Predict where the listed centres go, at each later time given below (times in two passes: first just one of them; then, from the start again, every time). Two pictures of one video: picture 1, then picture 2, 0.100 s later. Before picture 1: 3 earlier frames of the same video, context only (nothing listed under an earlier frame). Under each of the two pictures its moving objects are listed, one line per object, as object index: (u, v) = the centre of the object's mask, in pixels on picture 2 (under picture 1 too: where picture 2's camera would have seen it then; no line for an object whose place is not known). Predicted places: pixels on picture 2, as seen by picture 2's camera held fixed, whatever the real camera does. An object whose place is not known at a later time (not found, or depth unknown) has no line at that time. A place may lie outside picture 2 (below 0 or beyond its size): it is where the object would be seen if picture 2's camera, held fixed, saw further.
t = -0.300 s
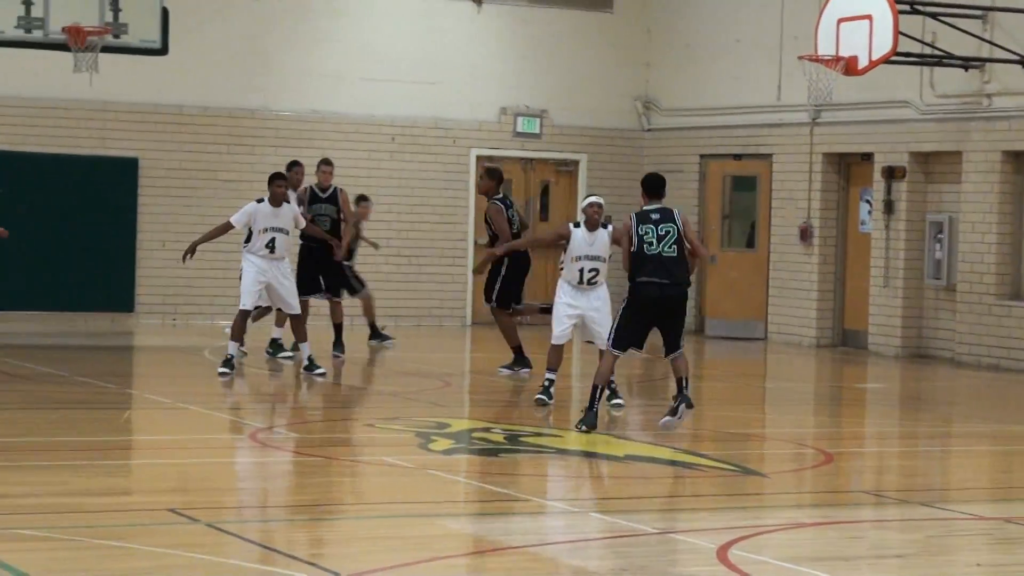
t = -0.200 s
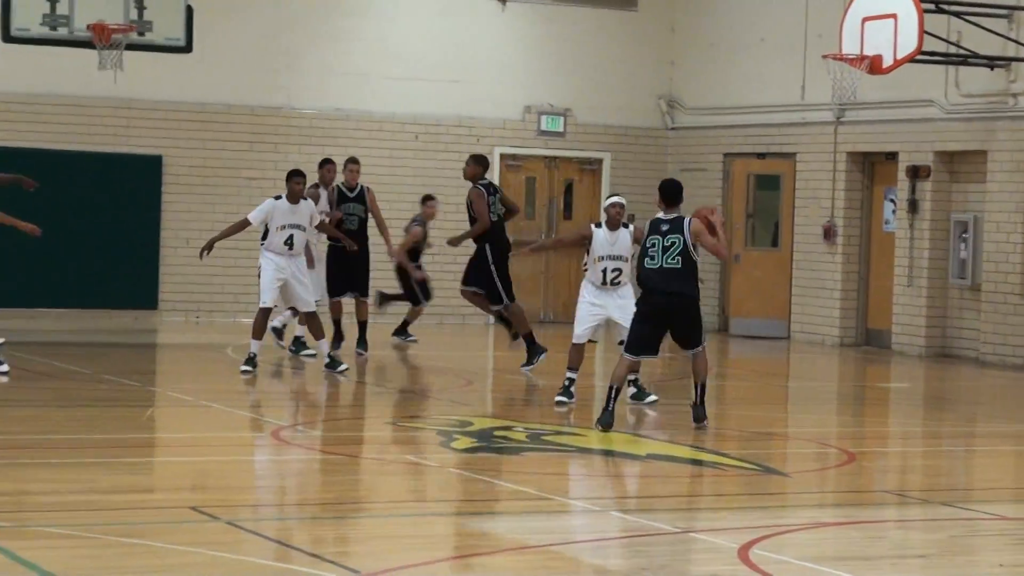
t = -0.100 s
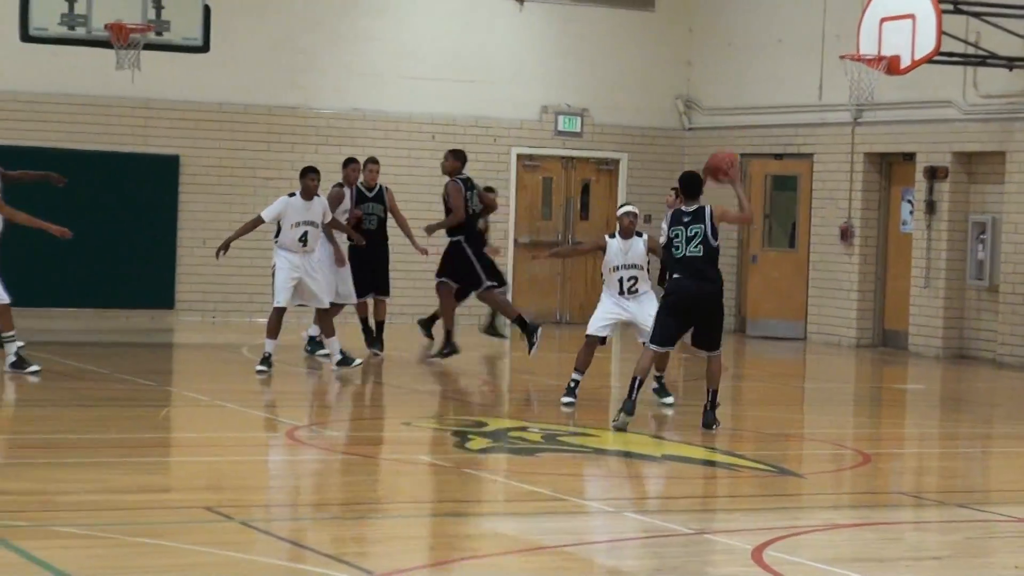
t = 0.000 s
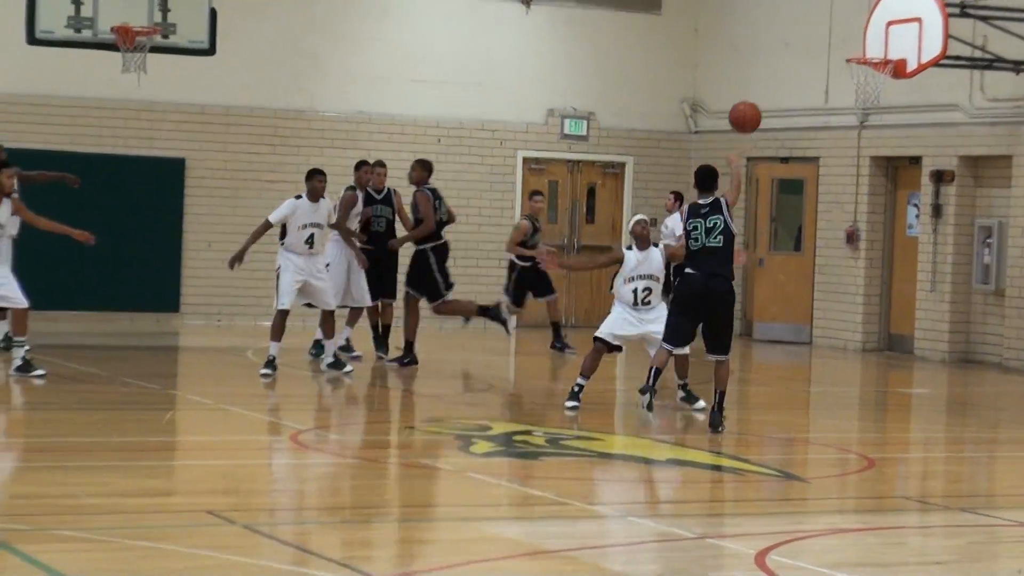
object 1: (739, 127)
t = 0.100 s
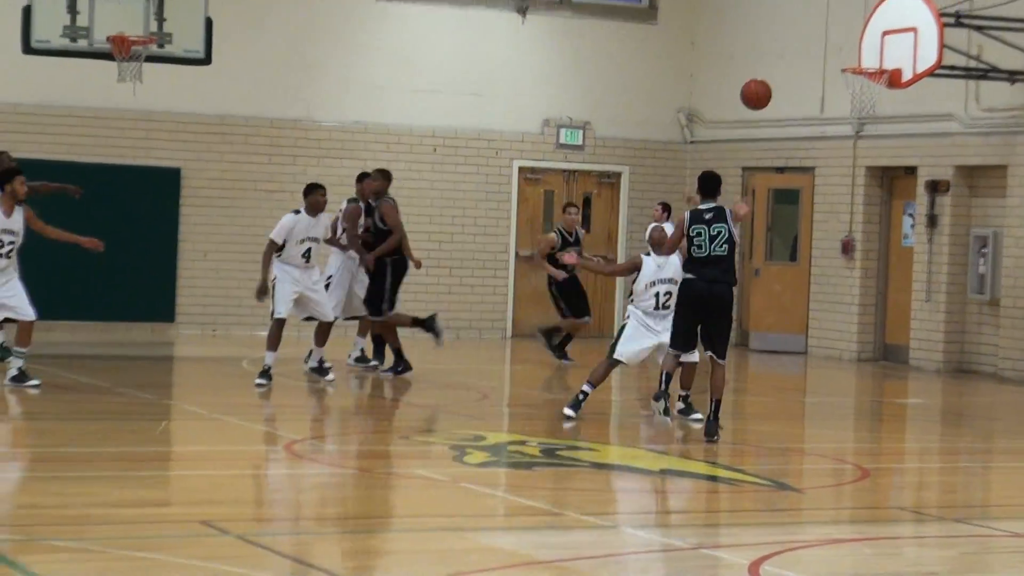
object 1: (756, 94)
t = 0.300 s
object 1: (783, 73)
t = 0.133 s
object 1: (761, 87)
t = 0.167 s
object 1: (765, 81)
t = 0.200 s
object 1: (770, 77)
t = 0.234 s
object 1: (774, 74)
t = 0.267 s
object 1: (779, 73)
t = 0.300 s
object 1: (783, 73)
